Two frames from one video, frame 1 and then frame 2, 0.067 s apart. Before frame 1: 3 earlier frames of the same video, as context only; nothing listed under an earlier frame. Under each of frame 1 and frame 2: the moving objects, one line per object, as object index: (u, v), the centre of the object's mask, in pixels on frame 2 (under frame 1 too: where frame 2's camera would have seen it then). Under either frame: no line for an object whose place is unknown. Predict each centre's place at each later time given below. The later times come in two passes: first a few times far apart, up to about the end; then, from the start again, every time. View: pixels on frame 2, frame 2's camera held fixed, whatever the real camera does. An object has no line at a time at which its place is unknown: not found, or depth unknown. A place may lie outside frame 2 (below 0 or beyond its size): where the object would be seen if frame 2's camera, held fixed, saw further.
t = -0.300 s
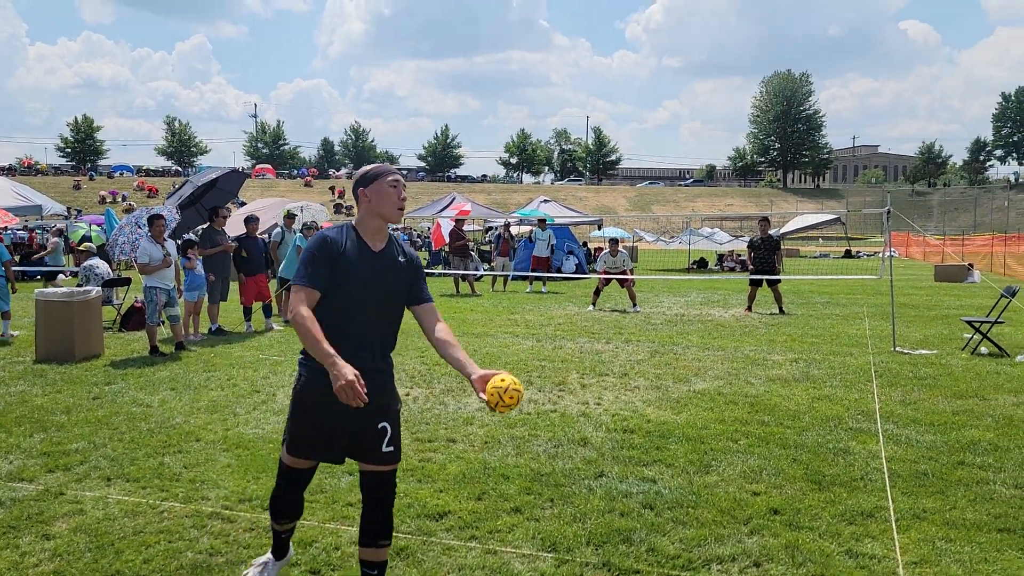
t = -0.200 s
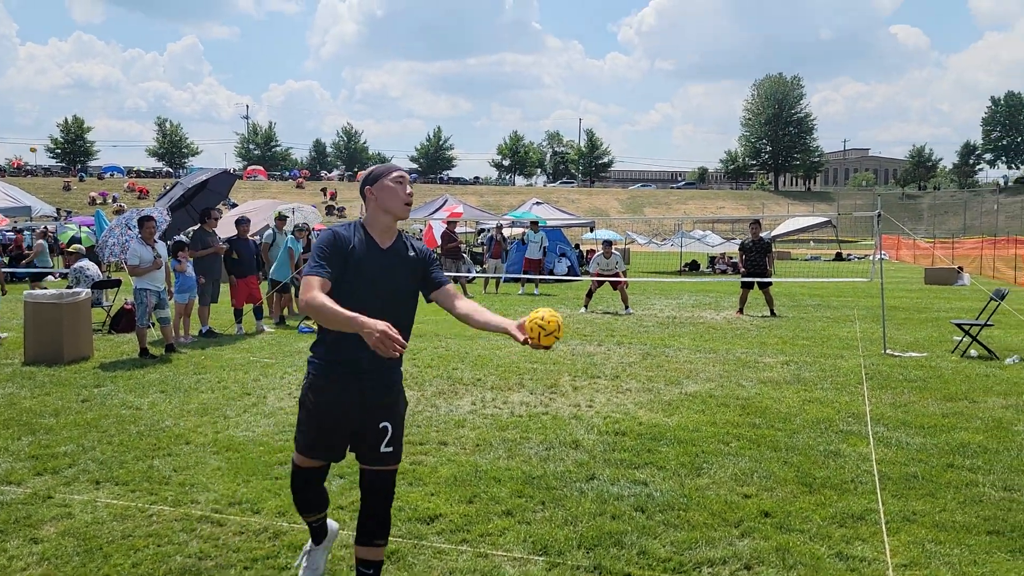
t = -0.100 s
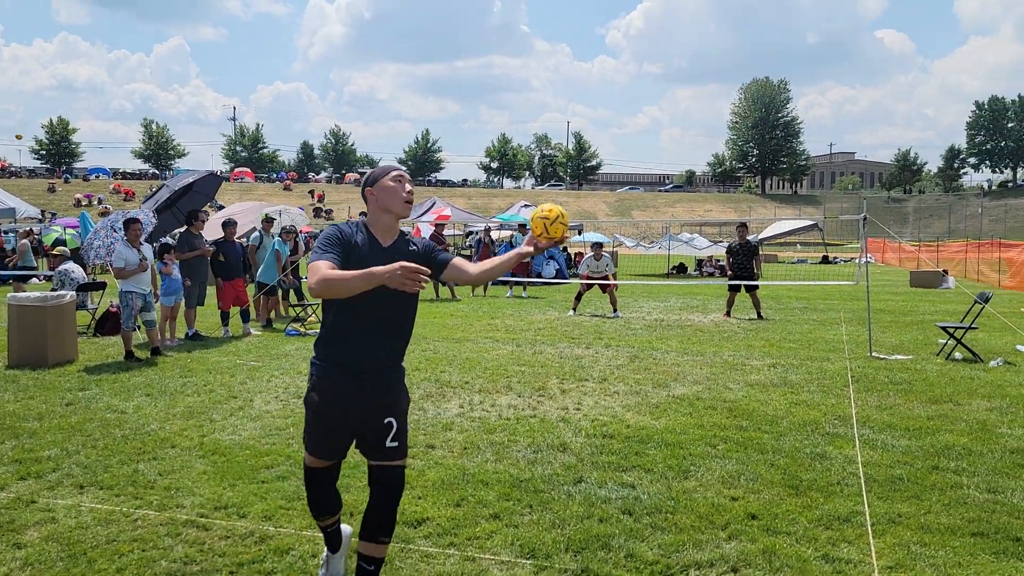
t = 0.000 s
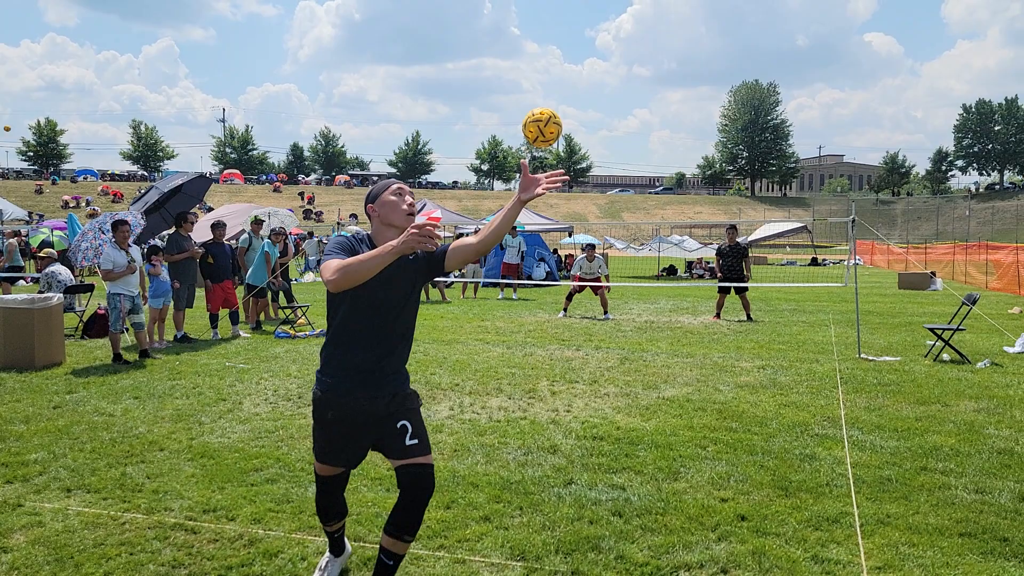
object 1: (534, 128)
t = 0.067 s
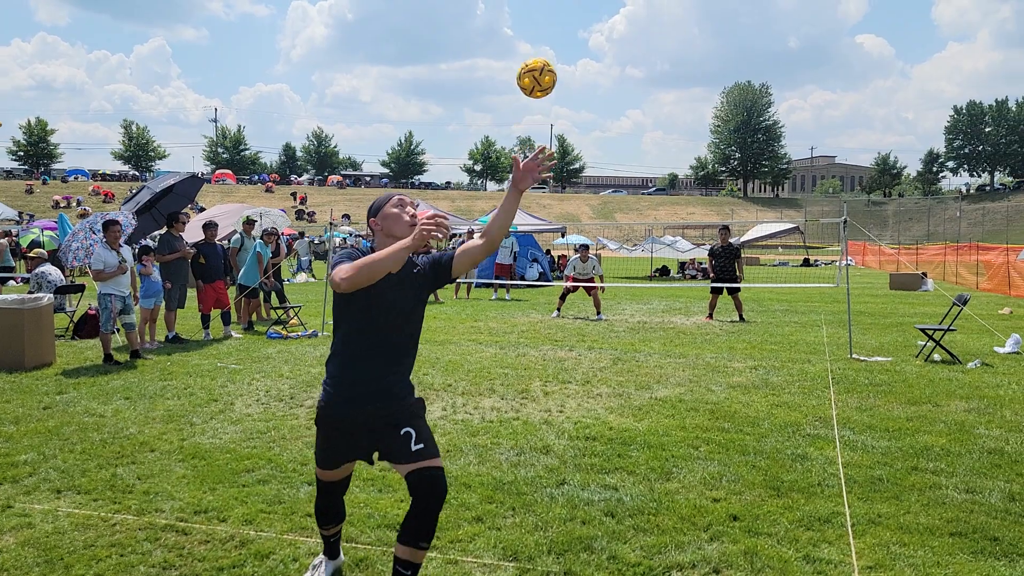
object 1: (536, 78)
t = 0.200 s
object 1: (539, 17)
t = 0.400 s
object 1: (543, 25)
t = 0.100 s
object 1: (537, 58)
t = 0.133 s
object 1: (538, 41)
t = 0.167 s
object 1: (539, 27)
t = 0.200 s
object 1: (539, 17)
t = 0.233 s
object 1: (540, 13)
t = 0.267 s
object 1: (540, 11)
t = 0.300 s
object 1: (541, 11)
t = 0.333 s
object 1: (542, 12)
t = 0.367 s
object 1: (543, 16)
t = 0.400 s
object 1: (543, 25)
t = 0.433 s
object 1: (544, 38)
